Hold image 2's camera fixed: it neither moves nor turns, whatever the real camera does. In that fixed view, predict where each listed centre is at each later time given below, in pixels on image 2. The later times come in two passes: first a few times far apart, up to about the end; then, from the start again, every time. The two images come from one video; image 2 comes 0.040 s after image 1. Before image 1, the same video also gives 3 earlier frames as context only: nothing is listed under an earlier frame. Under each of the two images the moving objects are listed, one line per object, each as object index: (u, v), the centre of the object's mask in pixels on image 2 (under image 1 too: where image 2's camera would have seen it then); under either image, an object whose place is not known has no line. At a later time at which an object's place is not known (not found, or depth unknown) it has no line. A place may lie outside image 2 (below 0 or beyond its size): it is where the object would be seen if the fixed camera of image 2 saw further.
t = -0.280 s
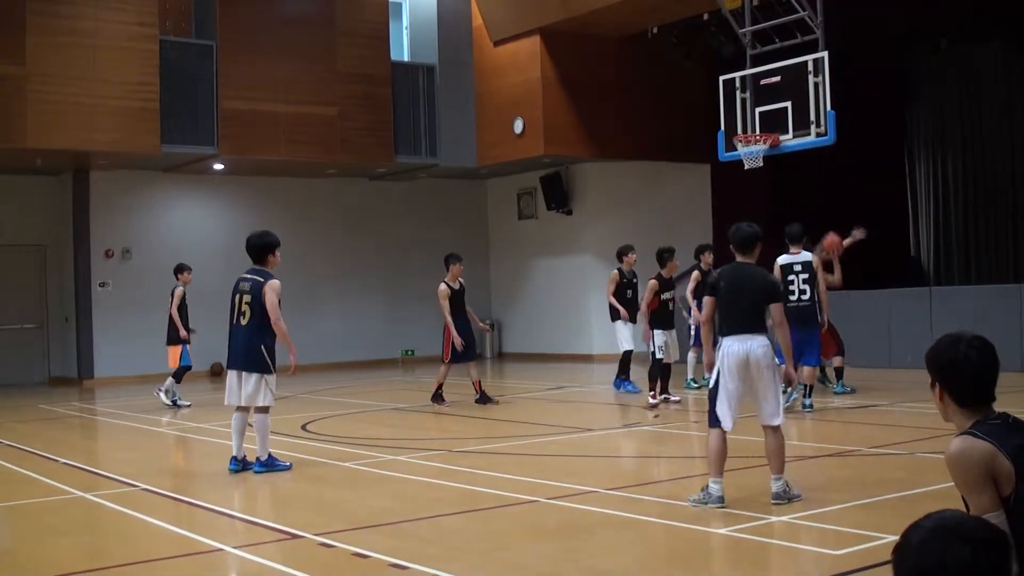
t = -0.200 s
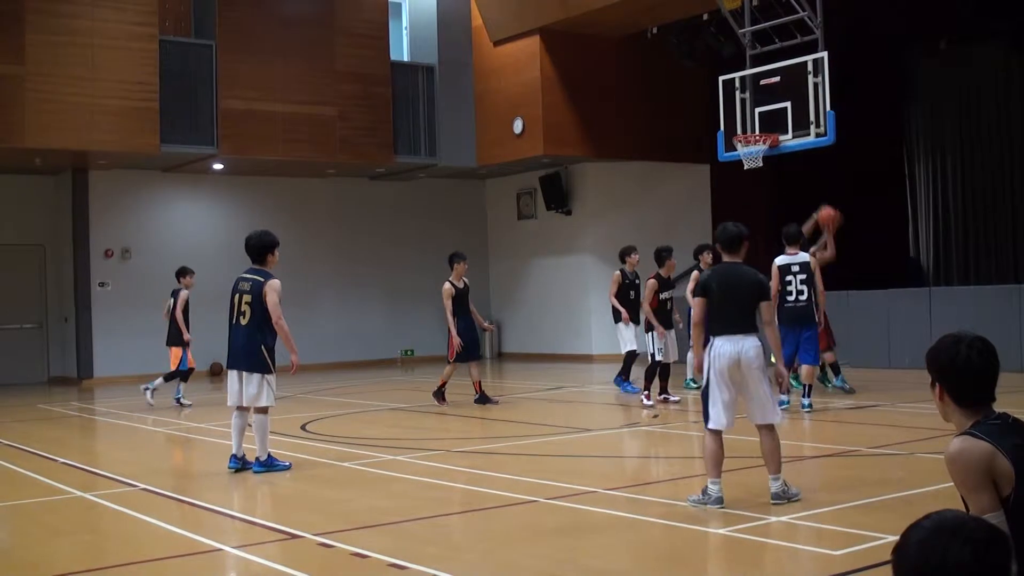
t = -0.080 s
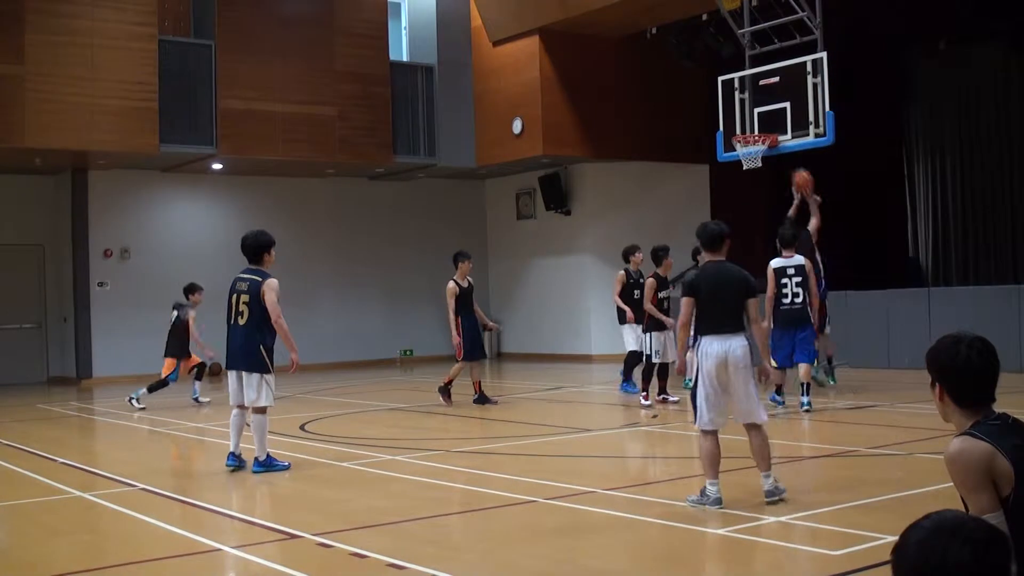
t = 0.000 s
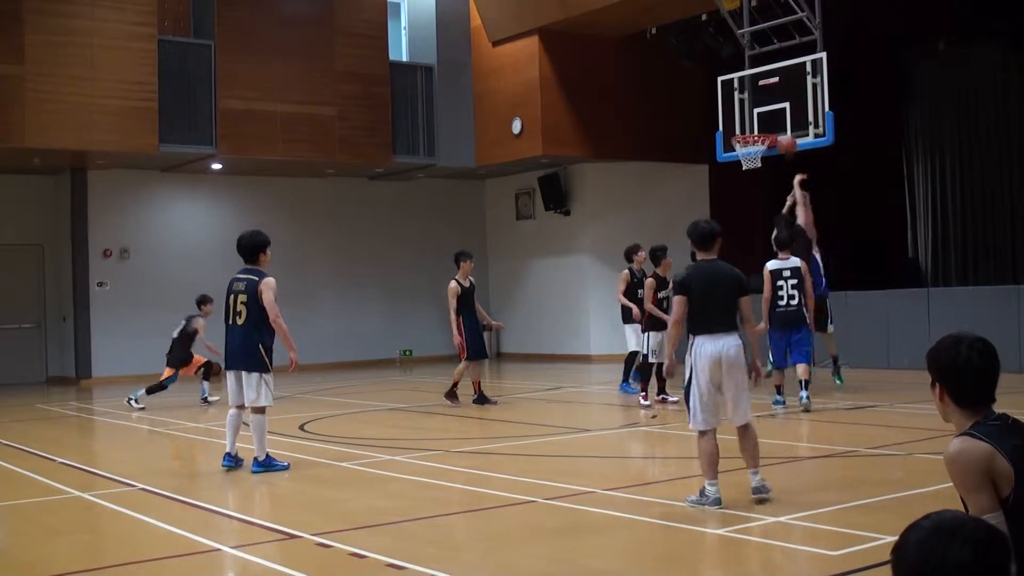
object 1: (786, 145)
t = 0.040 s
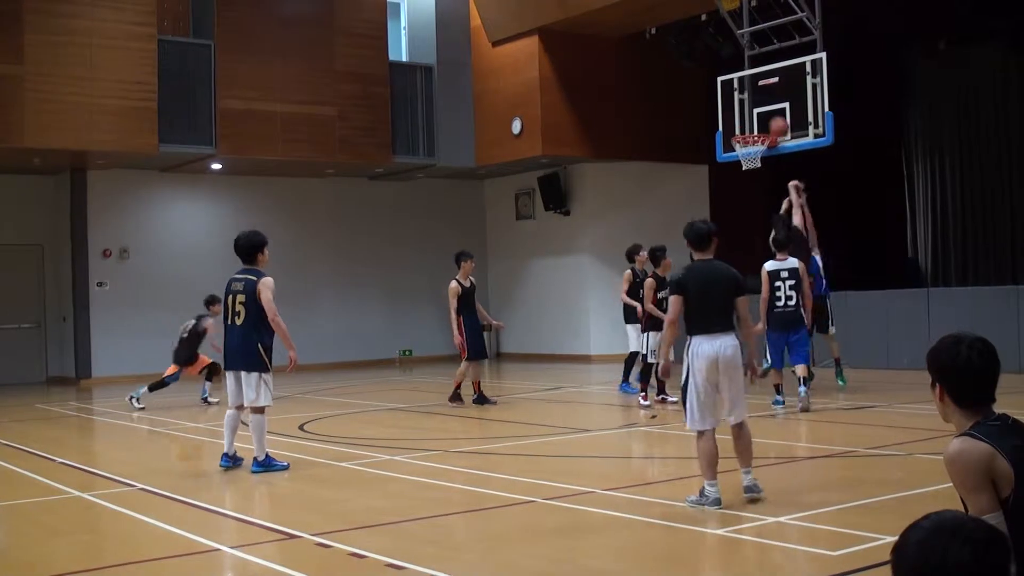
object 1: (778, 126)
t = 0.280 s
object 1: (741, 60)
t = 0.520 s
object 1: (708, 44)
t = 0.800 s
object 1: (673, 78)
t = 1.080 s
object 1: (644, 164)
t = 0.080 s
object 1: (773, 114)
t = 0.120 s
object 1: (765, 99)
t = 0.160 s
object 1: (759, 89)
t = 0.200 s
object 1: (753, 79)
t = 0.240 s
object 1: (746, 69)
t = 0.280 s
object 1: (741, 60)
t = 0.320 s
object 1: (735, 56)
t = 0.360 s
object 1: (729, 51)
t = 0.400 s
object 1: (723, 47)
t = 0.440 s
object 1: (719, 45)
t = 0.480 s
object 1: (713, 44)
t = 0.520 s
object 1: (708, 44)
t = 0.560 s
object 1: (703, 45)
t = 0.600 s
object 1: (697, 47)
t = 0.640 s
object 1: (692, 52)
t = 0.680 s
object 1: (687, 56)
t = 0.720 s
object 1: (683, 62)
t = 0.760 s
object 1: (678, 69)
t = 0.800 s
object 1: (673, 78)
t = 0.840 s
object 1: (668, 87)
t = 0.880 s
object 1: (664, 98)
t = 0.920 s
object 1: (660, 109)
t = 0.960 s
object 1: (655, 122)
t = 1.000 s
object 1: (651, 135)
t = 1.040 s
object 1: (647, 149)
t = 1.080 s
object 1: (644, 164)
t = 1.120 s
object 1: (640, 181)
